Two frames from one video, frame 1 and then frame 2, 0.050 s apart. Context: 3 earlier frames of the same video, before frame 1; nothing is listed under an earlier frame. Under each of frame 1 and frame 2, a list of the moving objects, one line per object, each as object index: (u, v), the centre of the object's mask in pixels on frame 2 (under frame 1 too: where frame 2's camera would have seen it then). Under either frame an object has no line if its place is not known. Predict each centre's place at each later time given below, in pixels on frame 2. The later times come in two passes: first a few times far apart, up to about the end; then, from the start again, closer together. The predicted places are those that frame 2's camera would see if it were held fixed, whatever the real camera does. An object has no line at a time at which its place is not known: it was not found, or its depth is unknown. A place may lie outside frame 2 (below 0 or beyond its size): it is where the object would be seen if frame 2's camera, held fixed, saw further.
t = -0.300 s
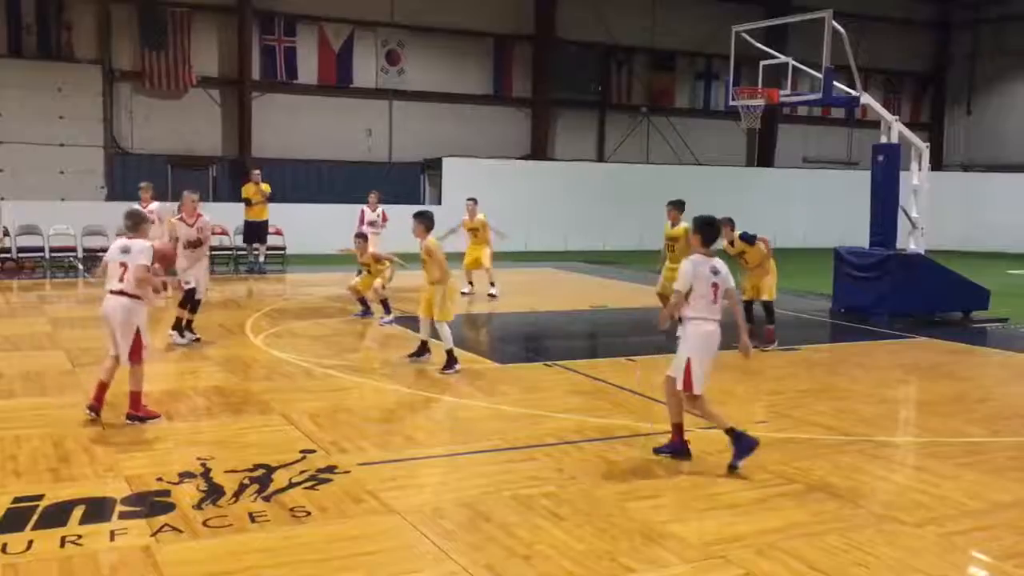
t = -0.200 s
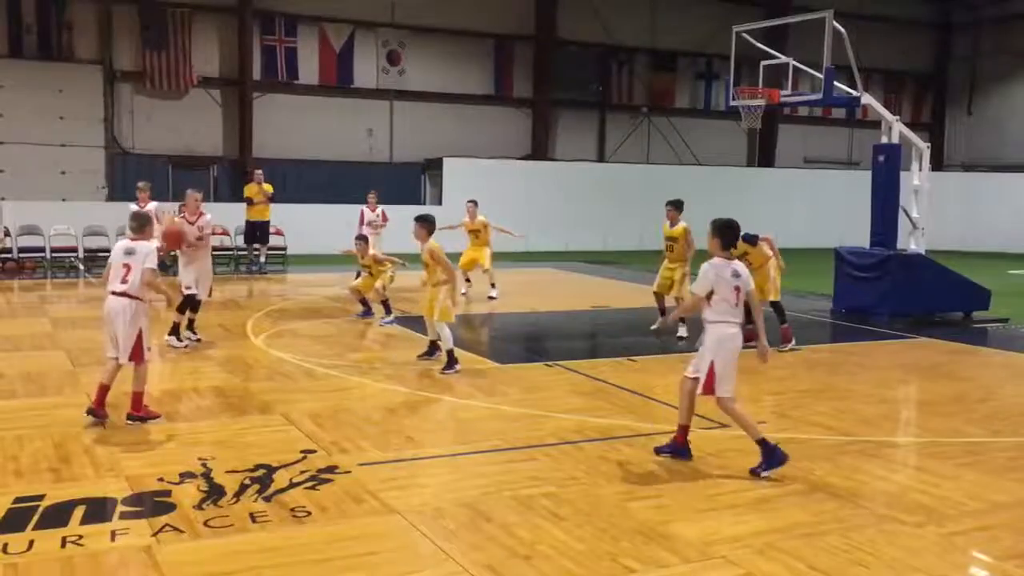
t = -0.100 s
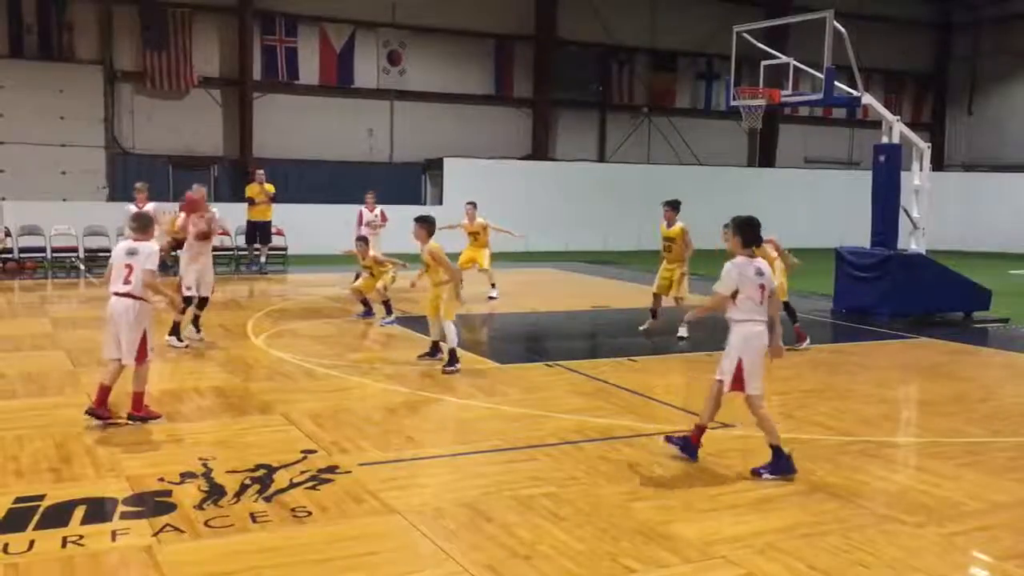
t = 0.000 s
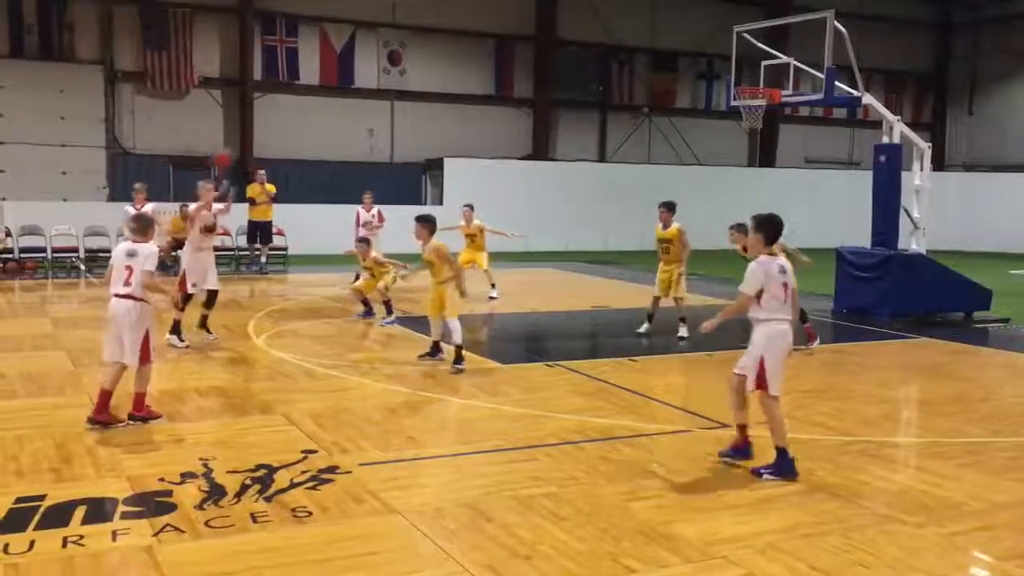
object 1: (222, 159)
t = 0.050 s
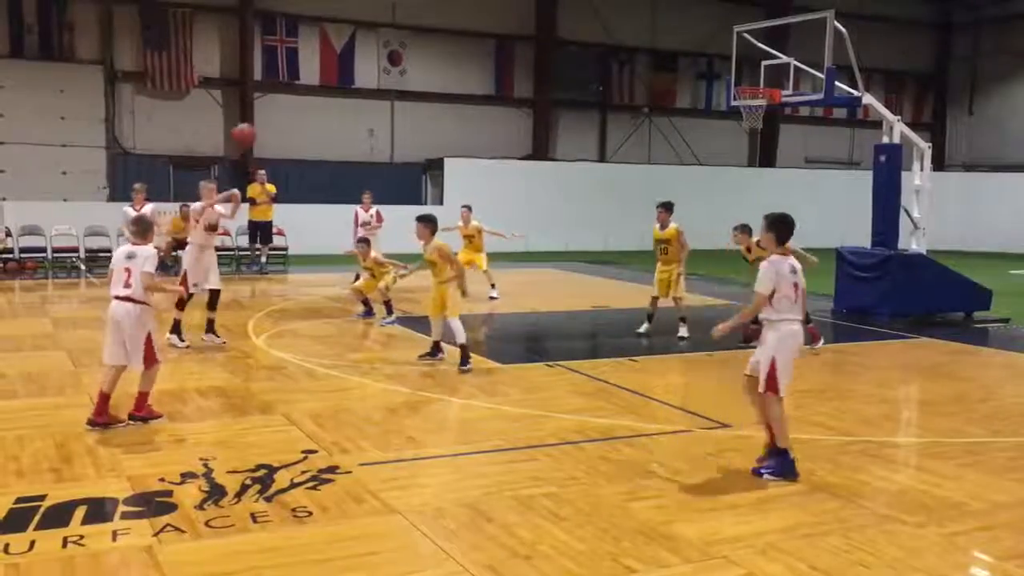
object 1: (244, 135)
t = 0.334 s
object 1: (371, 44)
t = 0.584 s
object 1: (501, 30)
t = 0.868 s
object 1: (677, 114)
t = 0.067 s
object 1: (250, 129)
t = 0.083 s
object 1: (256, 124)
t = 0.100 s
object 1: (266, 117)
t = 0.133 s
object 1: (279, 102)
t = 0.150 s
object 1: (286, 96)
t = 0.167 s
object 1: (294, 90)
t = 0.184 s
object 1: (298, 86)
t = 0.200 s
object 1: (308, 81)
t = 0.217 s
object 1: (316, 75)
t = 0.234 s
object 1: (322, 65)
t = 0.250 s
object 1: (332, 64)
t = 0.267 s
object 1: (335, 61)
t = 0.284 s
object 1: (346, 54)
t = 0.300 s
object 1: (358, 48)
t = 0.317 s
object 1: (364, 46)
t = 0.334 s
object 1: (371, 44)
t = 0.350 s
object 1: (376, 40)
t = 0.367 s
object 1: (386, 38)
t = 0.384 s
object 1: (395, 36)
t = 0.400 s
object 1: (402, 32)
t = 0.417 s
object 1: (411, 29)
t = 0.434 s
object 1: (421, 26)
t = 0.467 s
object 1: (437, 26)
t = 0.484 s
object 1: (448, 27)
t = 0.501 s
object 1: (456, 26)
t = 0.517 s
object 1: (465, 26)
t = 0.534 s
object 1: (473, 26)
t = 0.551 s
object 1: (483, 28)
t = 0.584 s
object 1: (501, 30)
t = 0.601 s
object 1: (511, 32)
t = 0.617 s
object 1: (520, 34)
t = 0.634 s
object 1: (529, 36)
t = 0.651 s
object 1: (540, 38)
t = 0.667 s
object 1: (550, 42)
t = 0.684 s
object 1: (560, 46)
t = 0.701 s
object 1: (568, 49)
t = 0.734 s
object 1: (589, 58)
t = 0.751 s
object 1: (601, 64)
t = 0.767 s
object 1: (612, 71)
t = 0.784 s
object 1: (622, 77)
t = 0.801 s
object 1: (633, 84)
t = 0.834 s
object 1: (656, 98)
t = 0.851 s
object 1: (666, 105)
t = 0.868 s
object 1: (677, 114)
